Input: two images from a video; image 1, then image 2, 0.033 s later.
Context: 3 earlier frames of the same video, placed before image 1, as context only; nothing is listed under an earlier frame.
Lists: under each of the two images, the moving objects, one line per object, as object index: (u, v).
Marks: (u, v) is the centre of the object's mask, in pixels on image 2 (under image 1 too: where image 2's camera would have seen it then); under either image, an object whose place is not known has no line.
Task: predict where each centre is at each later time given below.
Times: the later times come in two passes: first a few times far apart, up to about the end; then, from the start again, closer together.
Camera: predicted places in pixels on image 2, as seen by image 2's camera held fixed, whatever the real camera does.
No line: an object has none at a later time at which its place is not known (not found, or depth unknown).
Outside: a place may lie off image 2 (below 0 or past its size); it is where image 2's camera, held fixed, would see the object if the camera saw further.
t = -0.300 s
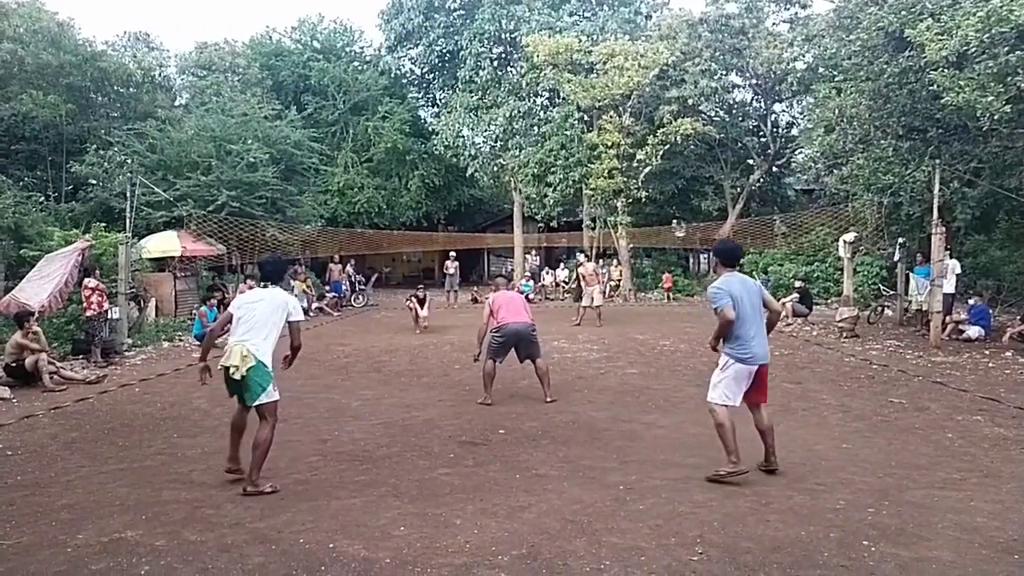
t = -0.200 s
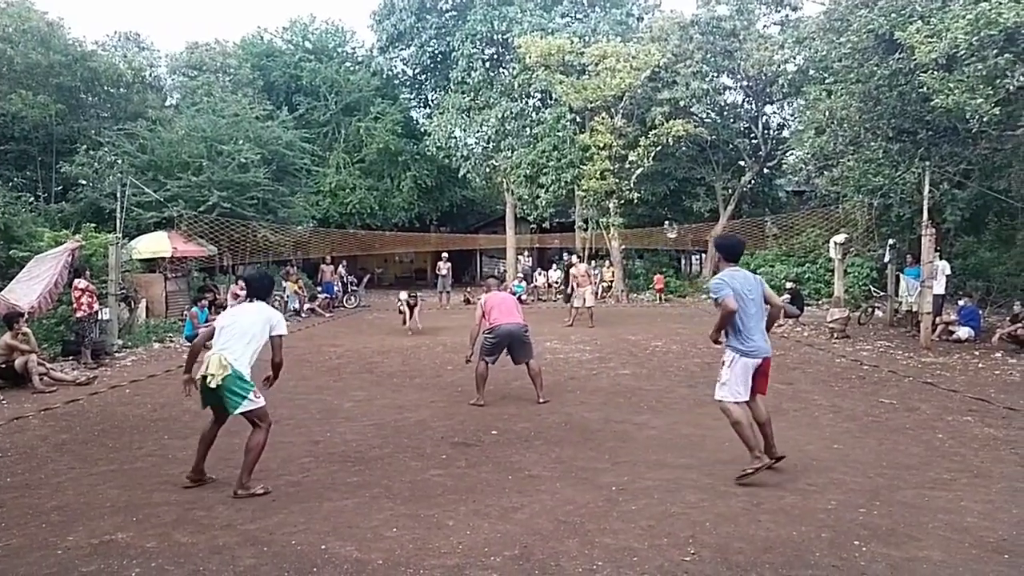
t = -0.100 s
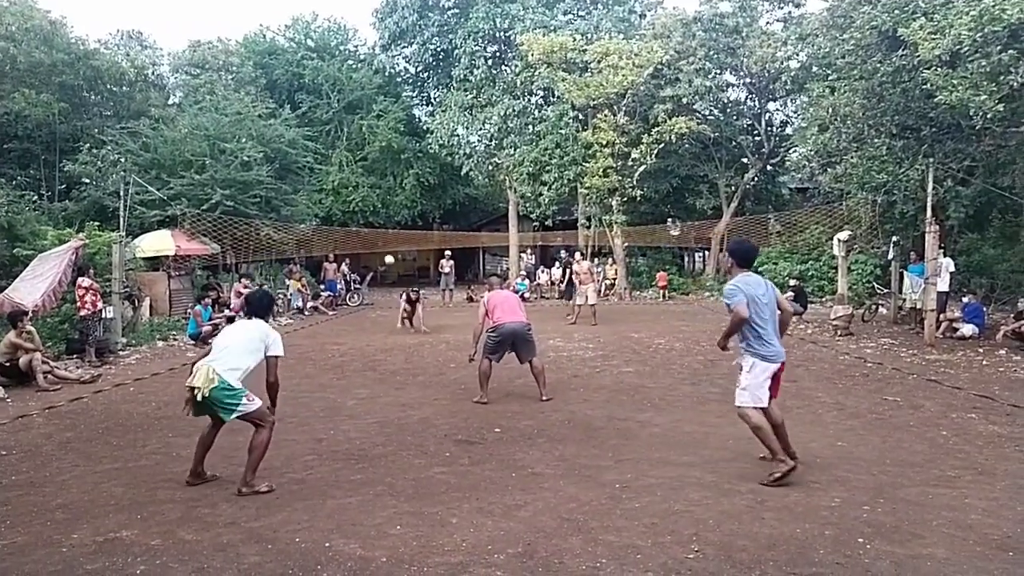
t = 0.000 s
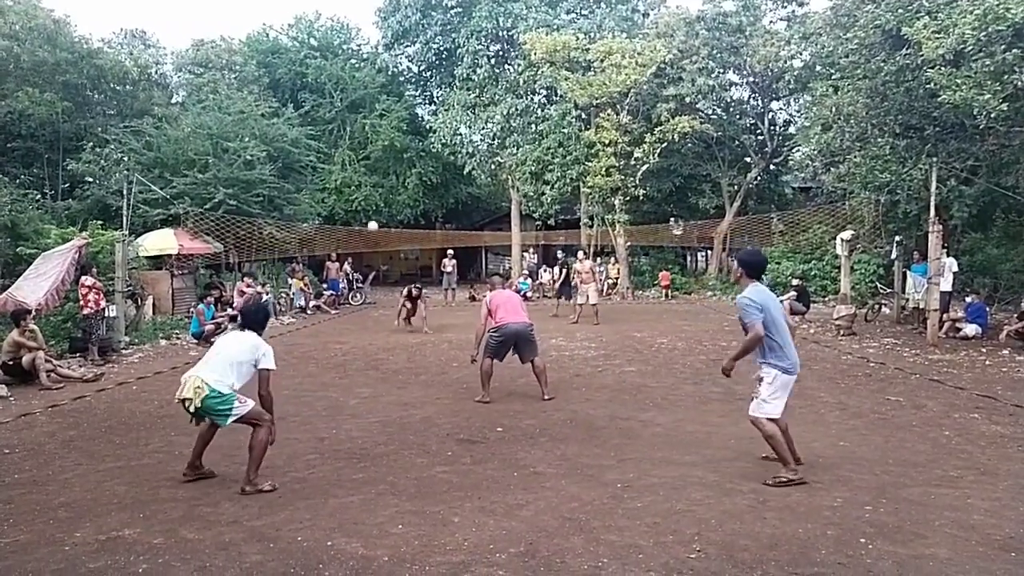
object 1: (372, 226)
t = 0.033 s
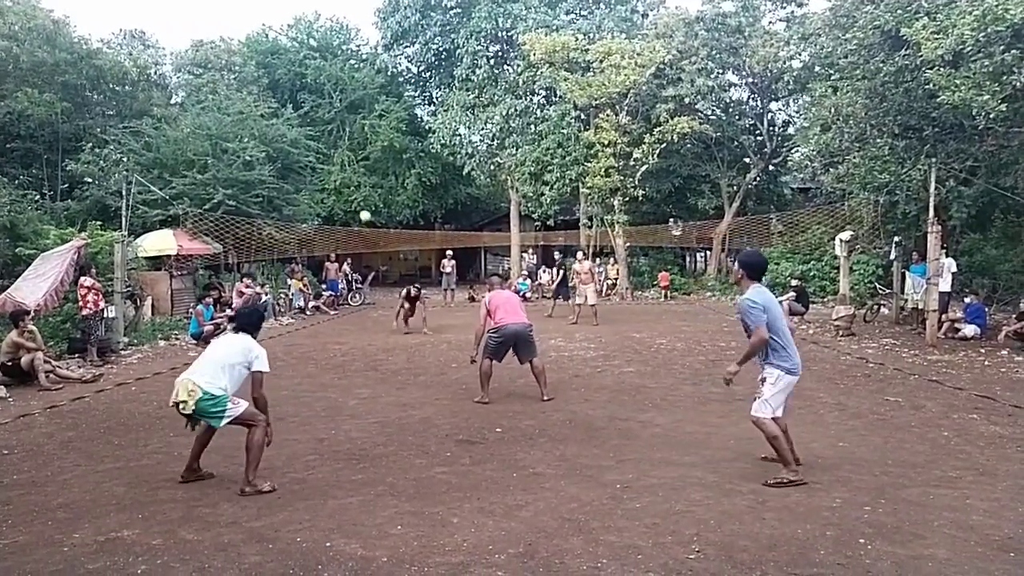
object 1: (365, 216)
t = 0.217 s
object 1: (322, 162)
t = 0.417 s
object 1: (261, 117)
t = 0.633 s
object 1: (167, 95)
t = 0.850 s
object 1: (16, 125)
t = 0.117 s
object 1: (347, 190)
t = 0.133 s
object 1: (342, 185)
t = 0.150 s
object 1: (339, 181)
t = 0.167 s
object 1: (335, 175)
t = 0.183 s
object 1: (330, 171)
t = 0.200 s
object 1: (326, 167)
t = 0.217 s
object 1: (322, 162)
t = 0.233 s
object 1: (317, 158)
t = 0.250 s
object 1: (313, 154)
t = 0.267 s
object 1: (308, 150)
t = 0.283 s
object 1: (303, 146)
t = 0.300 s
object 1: (298, 142)
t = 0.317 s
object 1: (293, 138)
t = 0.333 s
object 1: (288, 134)
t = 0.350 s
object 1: (283, 131)
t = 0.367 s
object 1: (278, 127)
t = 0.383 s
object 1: (272, 124)
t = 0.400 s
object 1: (267, 121)
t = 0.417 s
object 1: (261, 117)
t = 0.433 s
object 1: (255, 115)
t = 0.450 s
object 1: (248, 113)
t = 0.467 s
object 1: (242, 110)
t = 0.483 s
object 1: (235, 108)
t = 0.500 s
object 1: (228, 106)
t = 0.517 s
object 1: (221, 103)
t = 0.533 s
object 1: (214, 101)
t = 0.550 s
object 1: (207, 99)
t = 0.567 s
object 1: (199, 98)
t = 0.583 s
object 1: (191, 98)
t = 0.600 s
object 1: (184, 97)
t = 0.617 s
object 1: (175, 96)
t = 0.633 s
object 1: (167, 95)
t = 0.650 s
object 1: (158, 96)
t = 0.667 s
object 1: (148, 96)
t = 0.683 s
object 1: (139, 97)
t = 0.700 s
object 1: (128, 97)
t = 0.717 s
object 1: (118, 98)
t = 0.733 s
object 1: (105, 101)
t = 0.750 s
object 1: (94, 103)
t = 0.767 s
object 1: (82, 105)
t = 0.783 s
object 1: (71, 108)
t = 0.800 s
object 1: (58, 111)
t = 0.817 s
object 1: (44, 115)
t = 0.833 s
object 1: (31, 120)
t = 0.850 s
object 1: (16, 125)
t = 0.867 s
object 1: (0, 132)
